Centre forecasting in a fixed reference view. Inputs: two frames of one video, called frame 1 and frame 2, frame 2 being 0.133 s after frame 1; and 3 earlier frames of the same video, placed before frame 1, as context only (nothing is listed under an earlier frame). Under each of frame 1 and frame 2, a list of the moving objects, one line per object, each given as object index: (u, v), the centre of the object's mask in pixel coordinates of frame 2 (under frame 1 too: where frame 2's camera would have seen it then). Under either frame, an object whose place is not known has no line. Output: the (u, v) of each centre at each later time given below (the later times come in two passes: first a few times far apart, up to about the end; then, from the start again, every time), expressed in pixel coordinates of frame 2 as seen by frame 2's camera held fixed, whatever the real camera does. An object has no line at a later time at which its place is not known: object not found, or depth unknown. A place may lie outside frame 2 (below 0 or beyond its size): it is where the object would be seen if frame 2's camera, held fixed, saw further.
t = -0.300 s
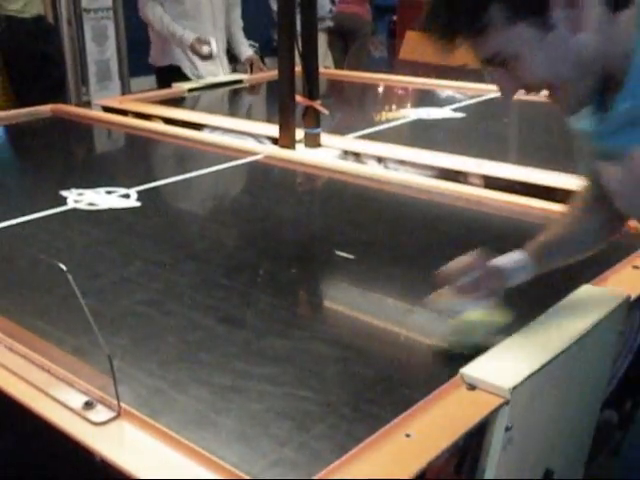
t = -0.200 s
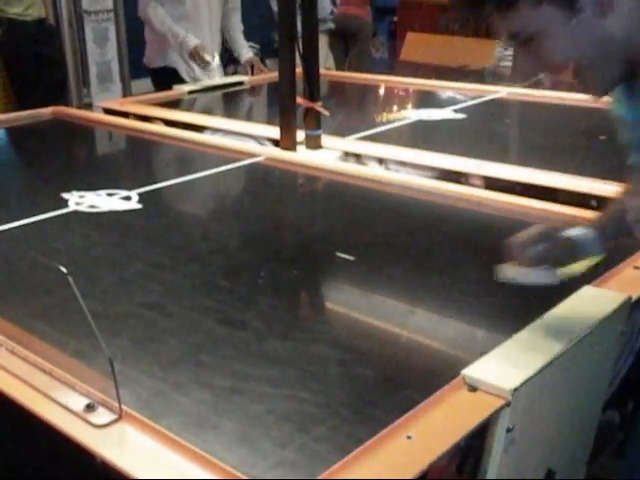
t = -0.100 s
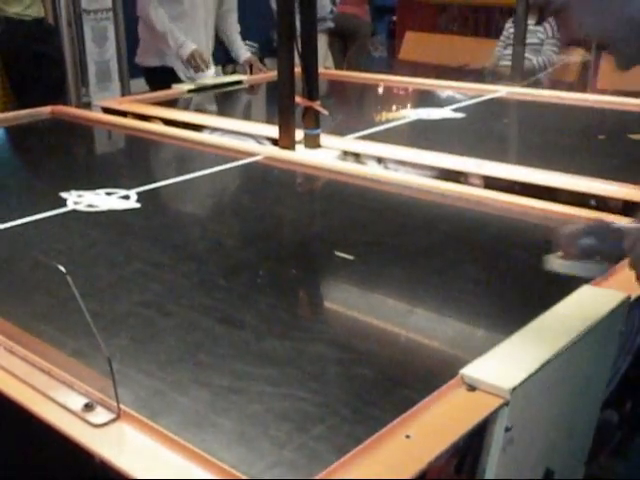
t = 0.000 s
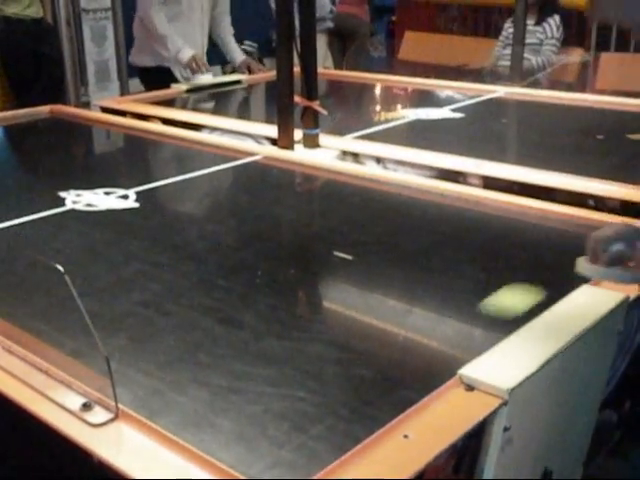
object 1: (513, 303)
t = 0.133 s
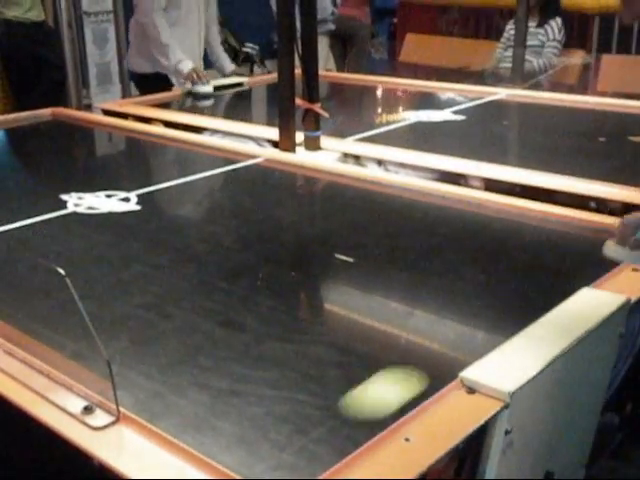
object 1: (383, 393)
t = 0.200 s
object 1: (298, 451)
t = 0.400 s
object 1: (461, 355)
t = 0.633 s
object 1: (470, 284)
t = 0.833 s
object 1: (340, 257)
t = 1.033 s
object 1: (236, 236)
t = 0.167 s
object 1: (341, 422)
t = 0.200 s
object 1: (298, 451)
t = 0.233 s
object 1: (294, 455)
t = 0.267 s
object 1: (332, 434)
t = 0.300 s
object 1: (369, 412)
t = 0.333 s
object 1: (405, 390)
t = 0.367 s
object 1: (433, 372)
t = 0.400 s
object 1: (461, 355)
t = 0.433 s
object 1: (490, 337)
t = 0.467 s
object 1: (515, 321)
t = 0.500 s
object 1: (535, 308)
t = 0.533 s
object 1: (539, 298)
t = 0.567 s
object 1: (520, 294)
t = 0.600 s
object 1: (494, 289)
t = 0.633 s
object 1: (470, 284)
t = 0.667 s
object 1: (447, 279)
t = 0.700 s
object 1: (423, 274)
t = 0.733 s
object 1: (402, 270)
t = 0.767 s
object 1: (381, 265)
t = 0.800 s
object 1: (359, 261)
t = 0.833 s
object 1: (340, 257)
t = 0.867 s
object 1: (322, 254)
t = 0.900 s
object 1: (304, 250)
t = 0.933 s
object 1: (286, 246)
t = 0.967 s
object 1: (269, 243)
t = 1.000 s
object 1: (252, 239)
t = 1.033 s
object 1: (236, 236)
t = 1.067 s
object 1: (221, 233)
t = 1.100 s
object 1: (206, 230)
